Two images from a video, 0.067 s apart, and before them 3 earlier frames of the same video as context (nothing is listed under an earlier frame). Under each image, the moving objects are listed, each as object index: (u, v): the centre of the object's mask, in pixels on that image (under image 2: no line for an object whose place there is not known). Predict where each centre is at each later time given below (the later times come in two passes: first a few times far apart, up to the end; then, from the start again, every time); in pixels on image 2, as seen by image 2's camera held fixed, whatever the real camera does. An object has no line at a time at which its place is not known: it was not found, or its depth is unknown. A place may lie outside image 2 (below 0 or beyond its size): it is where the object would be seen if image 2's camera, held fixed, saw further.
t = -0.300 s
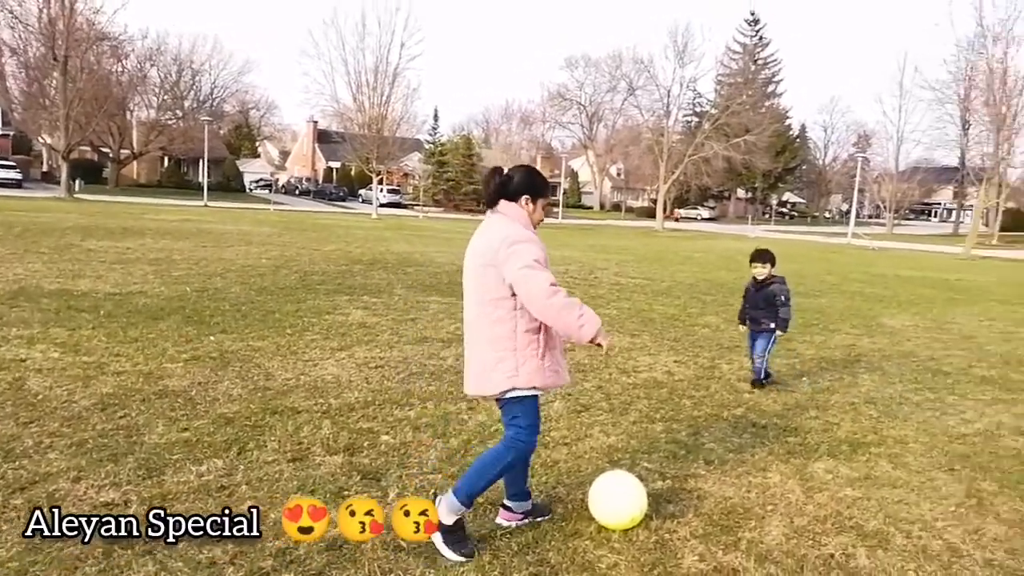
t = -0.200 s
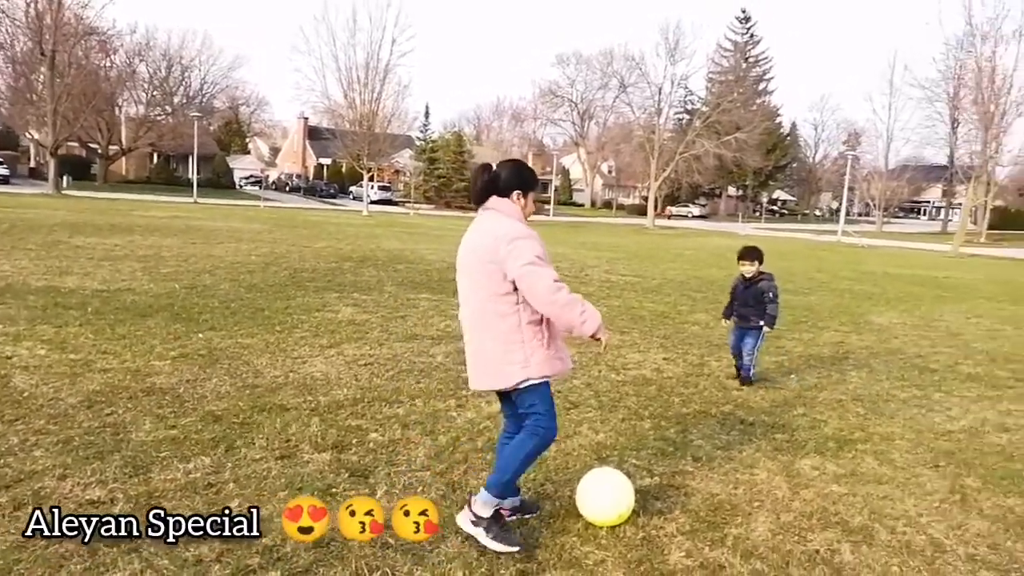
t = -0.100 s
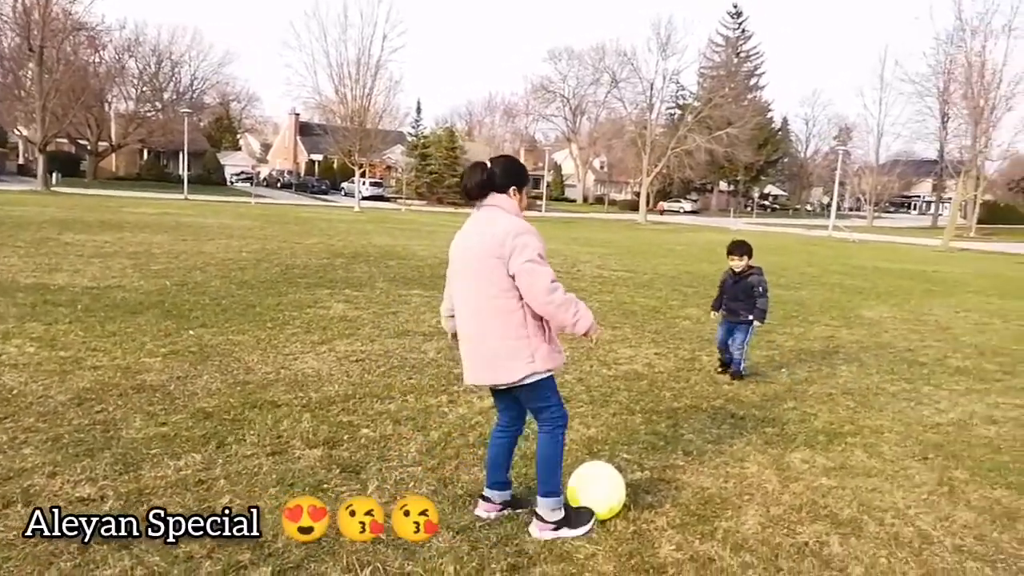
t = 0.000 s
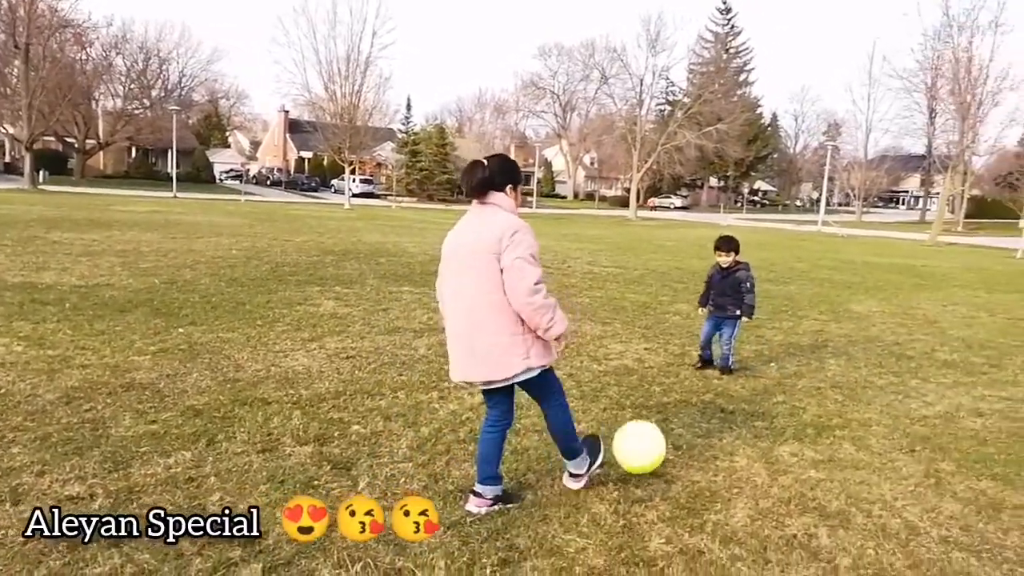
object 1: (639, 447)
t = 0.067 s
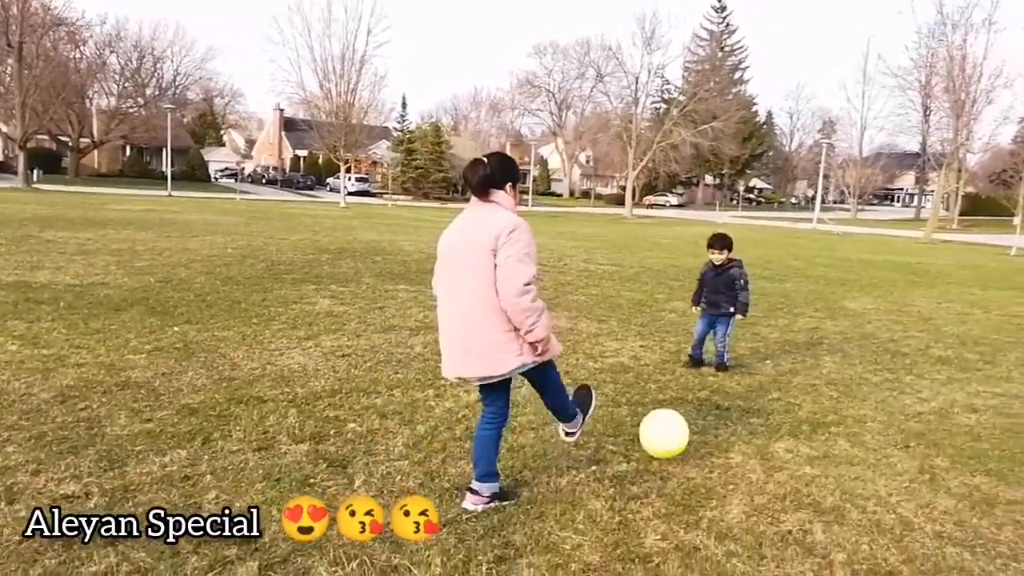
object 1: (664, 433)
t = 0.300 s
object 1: (716, 414)
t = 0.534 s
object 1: (734, 404)
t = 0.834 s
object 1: (745, 391)
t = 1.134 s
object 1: (753, 383)
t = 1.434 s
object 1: (765, 378)
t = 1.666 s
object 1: (781, 376)
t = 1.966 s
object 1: (800, 377)
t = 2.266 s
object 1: (804, 376)
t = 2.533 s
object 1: (802, 376)
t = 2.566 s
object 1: (802, 376)
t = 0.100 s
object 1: (676, 432)
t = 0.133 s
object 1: (687, 433)
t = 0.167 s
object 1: (695, 428)
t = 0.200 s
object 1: (701, 421)
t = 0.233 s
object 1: (706, 416)
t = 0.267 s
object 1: (711, 414)
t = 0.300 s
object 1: (716, 414)
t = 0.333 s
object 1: (721, 416)
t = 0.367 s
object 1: (725, 417)
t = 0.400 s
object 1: (727, 413)
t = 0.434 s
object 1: (730, 410)
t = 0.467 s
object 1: (732, 409)
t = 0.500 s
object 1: (733, 408)
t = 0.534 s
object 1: (734, 404)
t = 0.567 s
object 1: (735, 401)
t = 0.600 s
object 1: (736, 401)
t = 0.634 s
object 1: (737, 401)
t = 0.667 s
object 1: (738, 399)
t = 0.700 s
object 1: (740, 396)
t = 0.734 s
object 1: (741, 395)
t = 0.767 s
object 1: (742, 394)
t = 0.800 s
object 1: (744, 393)
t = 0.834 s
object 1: (745, 391)
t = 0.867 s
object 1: (746, 390)
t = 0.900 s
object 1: (747, 389)
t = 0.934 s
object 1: (748, 389)
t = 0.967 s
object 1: (749, 389)
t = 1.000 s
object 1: (750, 388)
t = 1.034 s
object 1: (750, 387)
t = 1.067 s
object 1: (751, 385)
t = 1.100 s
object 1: (752, 384)
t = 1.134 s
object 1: (753, 383)
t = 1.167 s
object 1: (754, 382)
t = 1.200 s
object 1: (755, 382)
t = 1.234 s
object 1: (756, 381)
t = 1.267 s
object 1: (757, 380)
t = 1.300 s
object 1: (759, 380)
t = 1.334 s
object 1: (760, 379)
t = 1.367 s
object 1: (762, 379)
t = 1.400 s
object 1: (764, 378)
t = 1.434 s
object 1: (765, 378)
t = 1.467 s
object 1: (768, 377)
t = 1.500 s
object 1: (770, 376)
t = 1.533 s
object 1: (772, 376)
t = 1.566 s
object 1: (774, 376)
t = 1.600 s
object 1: (776, 376)
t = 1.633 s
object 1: (779, 376)
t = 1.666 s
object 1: (781, 376)
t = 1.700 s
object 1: (783, 376)
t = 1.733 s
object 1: (786, 376)
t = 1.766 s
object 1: (788, 377)
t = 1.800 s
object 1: (791, 377)
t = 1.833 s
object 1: (793, 377)
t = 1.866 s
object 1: (795, 377)
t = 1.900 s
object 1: (796, 377)
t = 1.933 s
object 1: (798, 377)
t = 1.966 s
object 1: (800, 377)
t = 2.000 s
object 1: (801, 377)
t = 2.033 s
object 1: (802, 376)
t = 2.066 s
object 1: (803, 376)
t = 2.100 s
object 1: (803, 376)
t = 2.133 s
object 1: (804, 376)
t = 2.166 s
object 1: (804, 376)
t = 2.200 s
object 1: (804, 376)
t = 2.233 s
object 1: (805, 376)
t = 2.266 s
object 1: (804, 376)
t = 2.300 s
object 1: (804, 376)
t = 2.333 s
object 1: (804, 376)
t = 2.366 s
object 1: (804, 376)
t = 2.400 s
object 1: (804, 376)
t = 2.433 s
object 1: (803, 376)
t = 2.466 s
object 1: (803, 376)
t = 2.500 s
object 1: (803, 376)
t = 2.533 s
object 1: (802, 376)
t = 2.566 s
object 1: (802, 376)
